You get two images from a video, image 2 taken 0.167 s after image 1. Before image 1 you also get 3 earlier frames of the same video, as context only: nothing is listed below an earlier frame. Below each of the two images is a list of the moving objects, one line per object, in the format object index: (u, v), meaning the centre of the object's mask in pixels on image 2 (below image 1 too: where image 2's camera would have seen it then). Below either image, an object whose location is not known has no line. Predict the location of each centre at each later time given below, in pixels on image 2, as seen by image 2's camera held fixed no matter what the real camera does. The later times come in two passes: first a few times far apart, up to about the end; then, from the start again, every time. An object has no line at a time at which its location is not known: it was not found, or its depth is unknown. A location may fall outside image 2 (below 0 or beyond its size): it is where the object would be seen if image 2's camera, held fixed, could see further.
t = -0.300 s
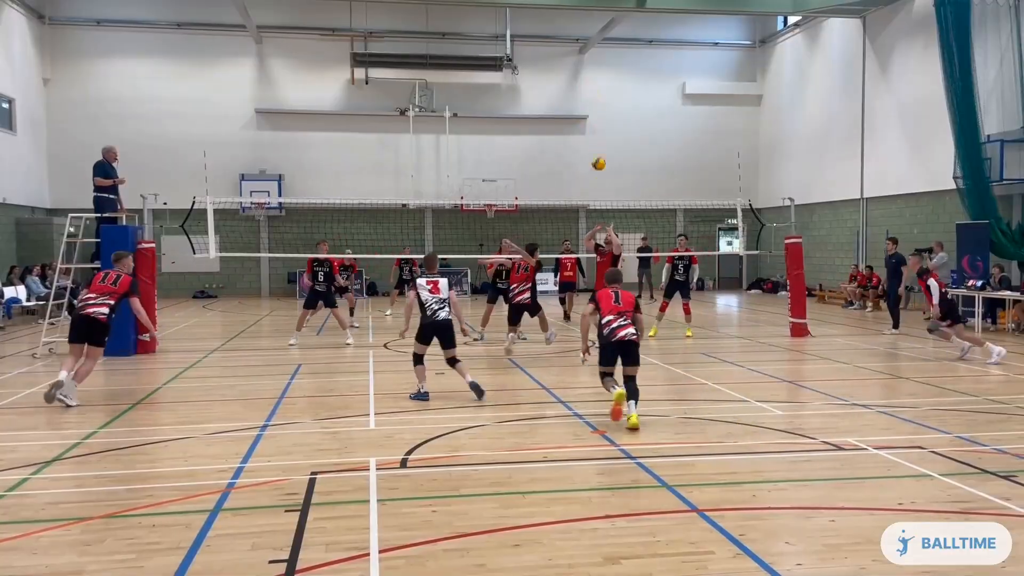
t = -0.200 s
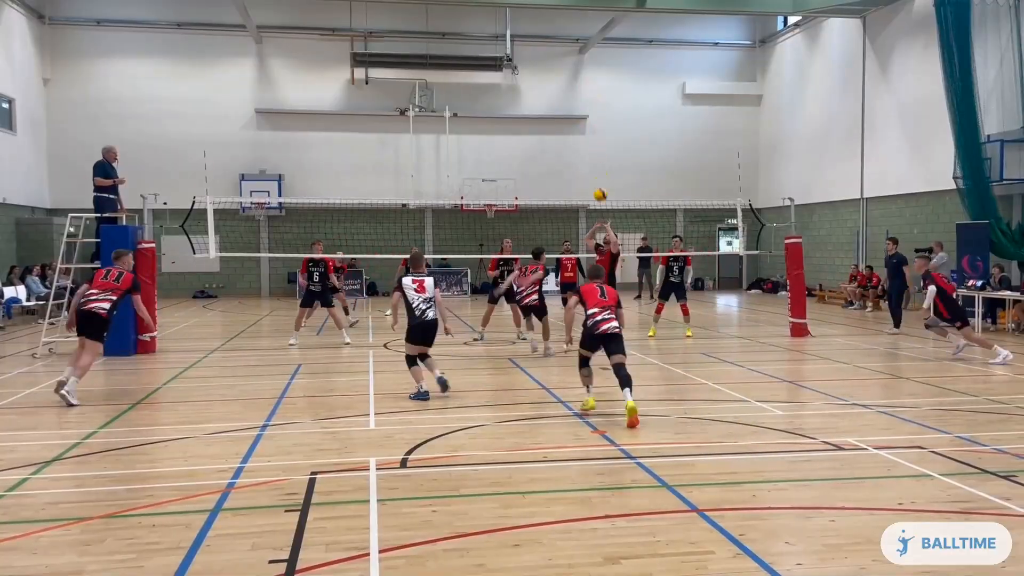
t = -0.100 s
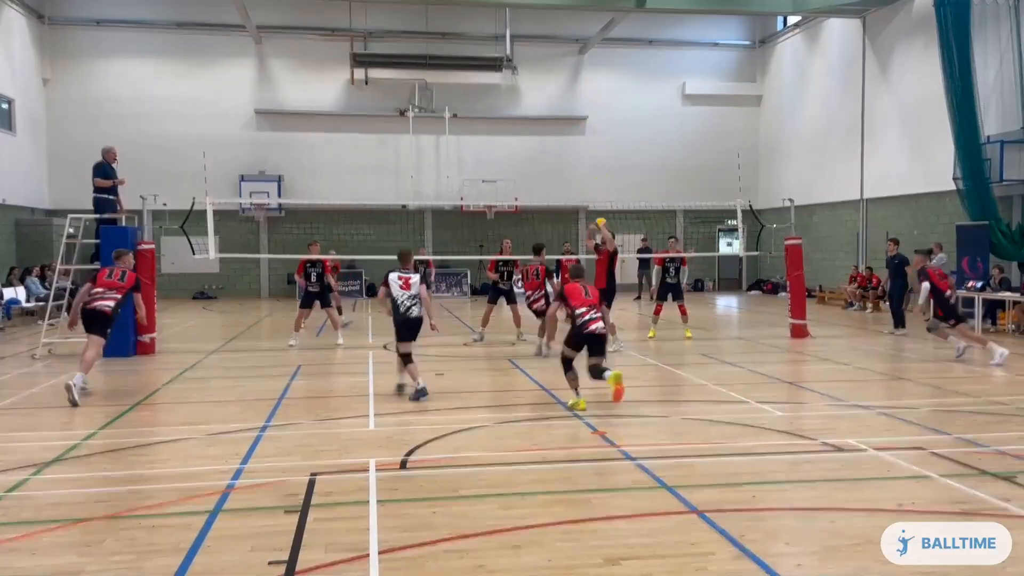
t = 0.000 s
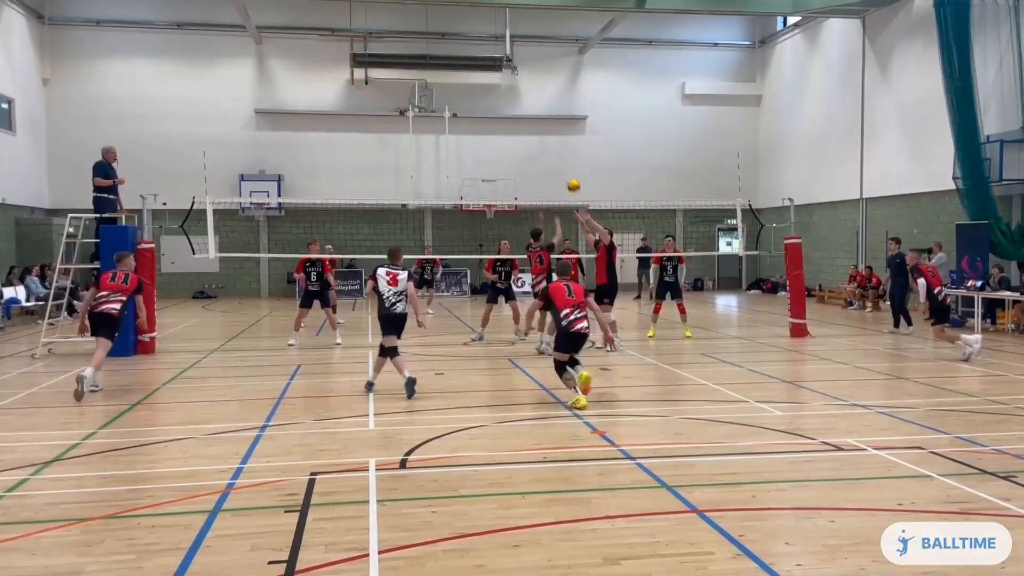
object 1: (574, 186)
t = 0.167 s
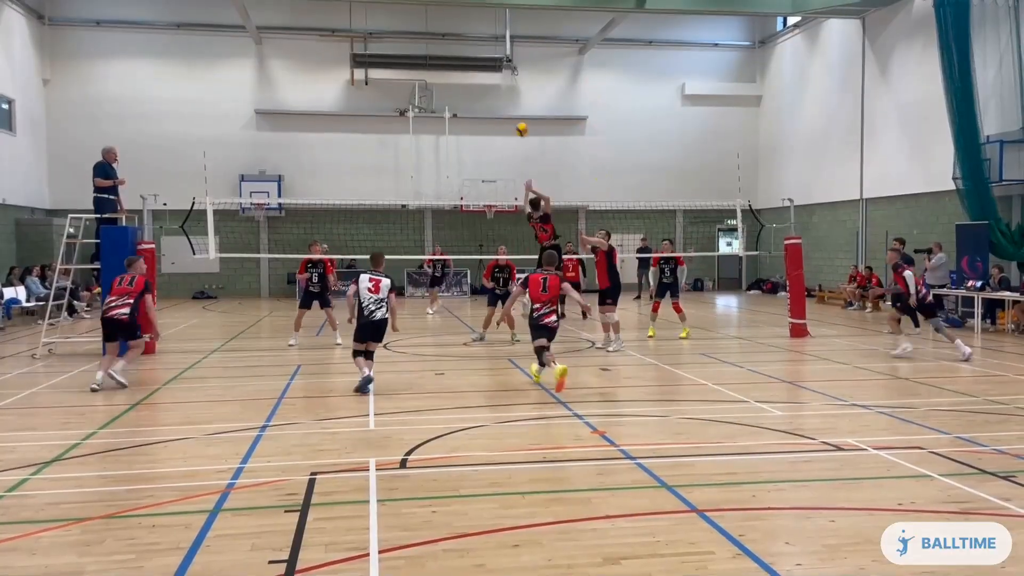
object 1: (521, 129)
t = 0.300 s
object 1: (483, 97)
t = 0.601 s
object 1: (396, 66)
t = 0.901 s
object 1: (312, 91)
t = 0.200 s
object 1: (512, 120)
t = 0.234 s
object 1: (503, 112)
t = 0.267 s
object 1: (492, 104)
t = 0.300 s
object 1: (483, 97)
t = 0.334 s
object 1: (472, 91)
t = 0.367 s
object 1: (463, 85)
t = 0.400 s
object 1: (453, 80)
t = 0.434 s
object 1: (444, 76)
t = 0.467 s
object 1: (434, 72)
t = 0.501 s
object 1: (425, 70)
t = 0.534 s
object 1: (415, 68)
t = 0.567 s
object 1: (406, 66)
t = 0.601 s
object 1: (396, 66)
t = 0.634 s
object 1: (387, 65)
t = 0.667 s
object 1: (378, 66)
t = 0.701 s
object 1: (368, 68)
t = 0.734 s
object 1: (359, 70)
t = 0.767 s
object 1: (349, 73)
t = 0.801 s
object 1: (340, 76)
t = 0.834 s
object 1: (331, 80)
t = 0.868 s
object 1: (322, 85)
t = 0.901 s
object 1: (312, 91)
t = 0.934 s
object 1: (303, 97)
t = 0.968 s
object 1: (295, 105)
